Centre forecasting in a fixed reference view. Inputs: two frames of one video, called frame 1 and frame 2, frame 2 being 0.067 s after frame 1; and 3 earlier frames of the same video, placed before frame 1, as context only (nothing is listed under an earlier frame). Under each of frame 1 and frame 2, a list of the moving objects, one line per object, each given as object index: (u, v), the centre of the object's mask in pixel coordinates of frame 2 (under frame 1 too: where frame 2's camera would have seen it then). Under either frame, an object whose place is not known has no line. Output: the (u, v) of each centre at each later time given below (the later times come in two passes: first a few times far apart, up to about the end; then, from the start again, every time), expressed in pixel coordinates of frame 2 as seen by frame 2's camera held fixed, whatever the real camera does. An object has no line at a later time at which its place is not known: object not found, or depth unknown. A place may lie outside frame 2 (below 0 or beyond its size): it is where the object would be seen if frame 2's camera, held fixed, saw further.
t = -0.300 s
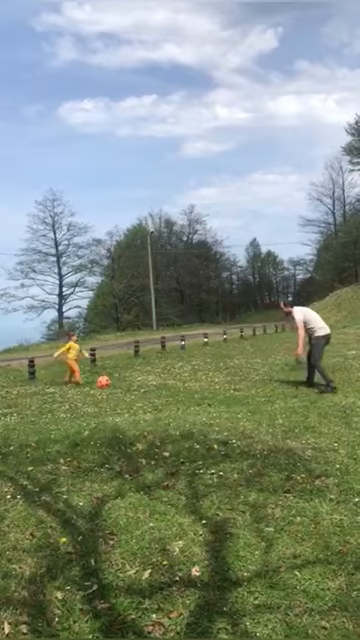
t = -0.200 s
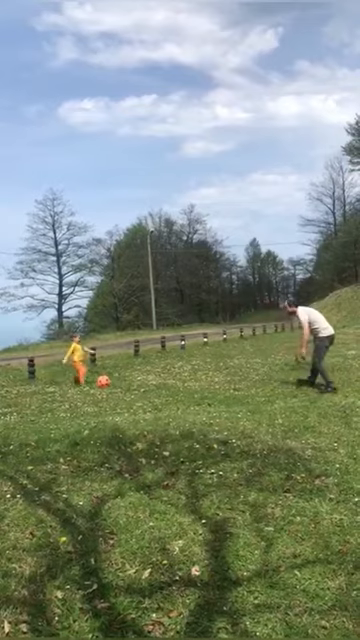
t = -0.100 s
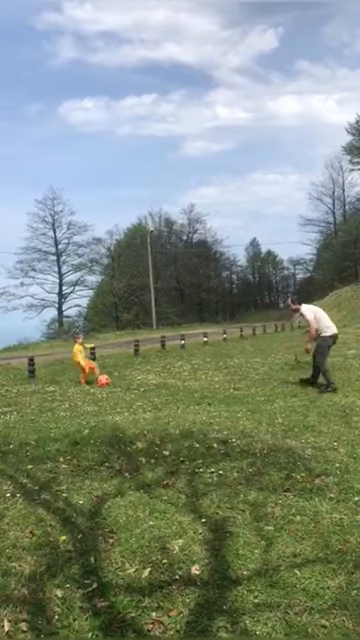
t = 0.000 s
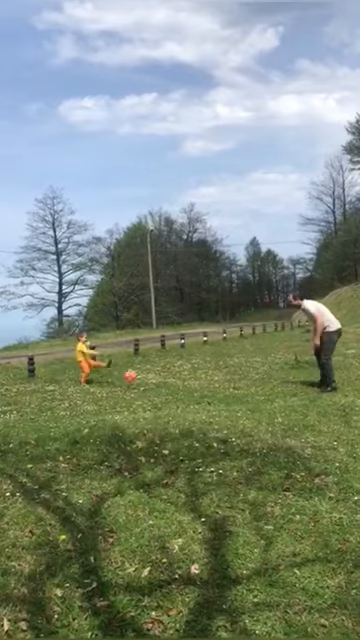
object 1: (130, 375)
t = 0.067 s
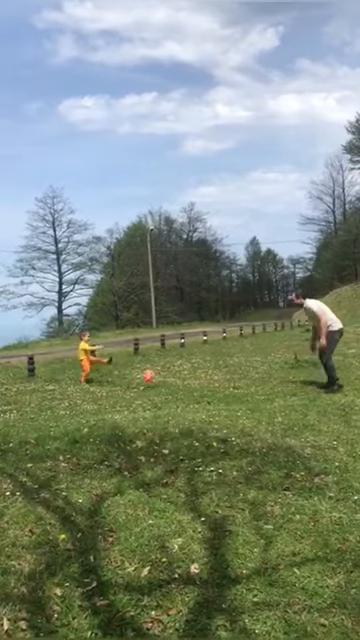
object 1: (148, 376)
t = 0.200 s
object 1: (187, 386)
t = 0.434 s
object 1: (227, 381)
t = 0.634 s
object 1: (261, 389)
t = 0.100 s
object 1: (157, 378)
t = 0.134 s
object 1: (168, 380)
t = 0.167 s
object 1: (178, 383)
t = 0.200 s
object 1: (187, 386)
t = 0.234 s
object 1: (194, 385)
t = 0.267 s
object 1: (200, 384)
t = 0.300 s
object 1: (205, 380)
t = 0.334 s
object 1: (210, 380)
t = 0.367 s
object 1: (216, 379)
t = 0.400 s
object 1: (221, 379)
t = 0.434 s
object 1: (227, 381)
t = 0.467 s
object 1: (232, 383)
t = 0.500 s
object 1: (238, 385)
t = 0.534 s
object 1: (243, 388)
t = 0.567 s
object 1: (250, 388)
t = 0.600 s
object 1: (255, 388)
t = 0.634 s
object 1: (261, 389)
